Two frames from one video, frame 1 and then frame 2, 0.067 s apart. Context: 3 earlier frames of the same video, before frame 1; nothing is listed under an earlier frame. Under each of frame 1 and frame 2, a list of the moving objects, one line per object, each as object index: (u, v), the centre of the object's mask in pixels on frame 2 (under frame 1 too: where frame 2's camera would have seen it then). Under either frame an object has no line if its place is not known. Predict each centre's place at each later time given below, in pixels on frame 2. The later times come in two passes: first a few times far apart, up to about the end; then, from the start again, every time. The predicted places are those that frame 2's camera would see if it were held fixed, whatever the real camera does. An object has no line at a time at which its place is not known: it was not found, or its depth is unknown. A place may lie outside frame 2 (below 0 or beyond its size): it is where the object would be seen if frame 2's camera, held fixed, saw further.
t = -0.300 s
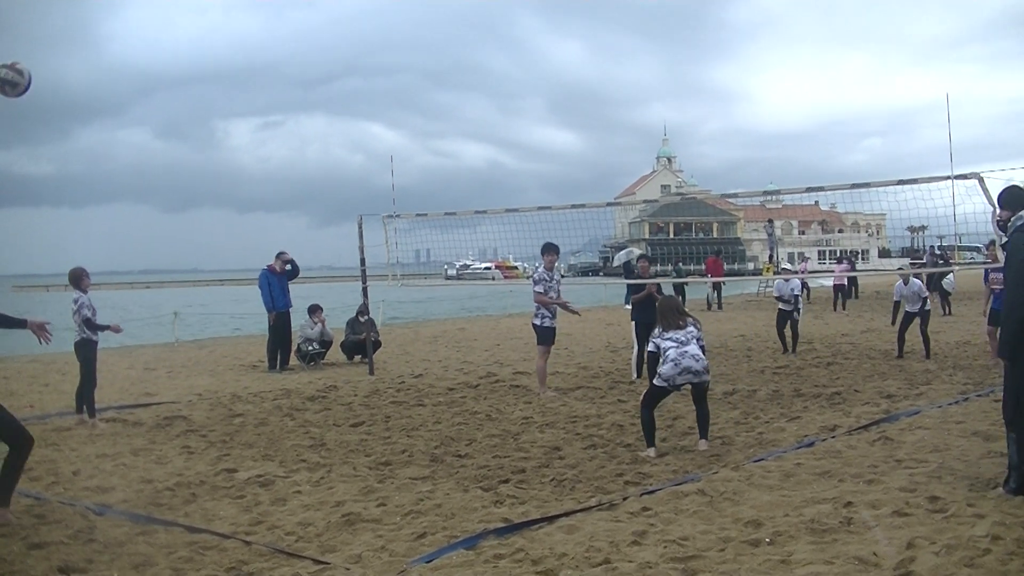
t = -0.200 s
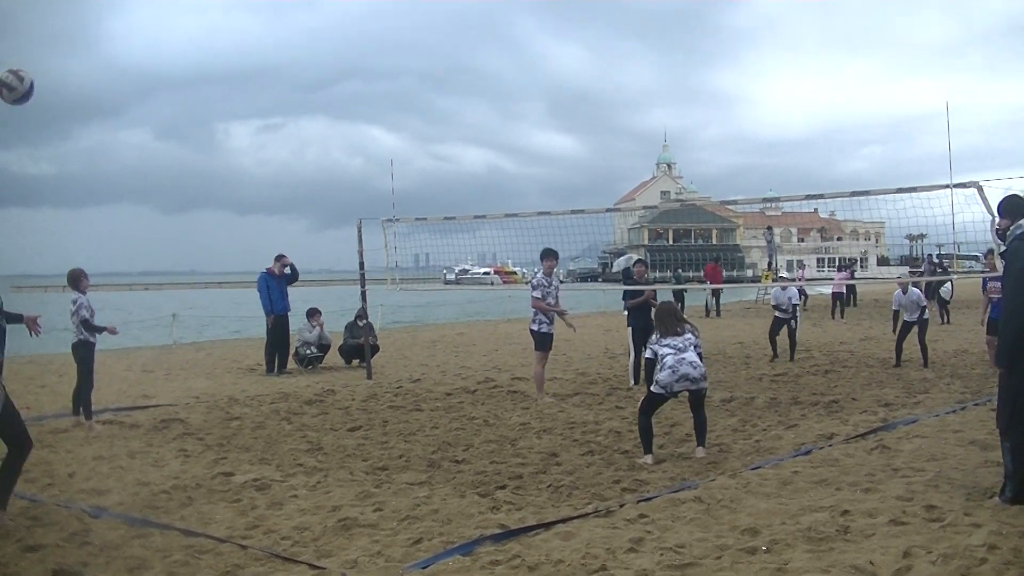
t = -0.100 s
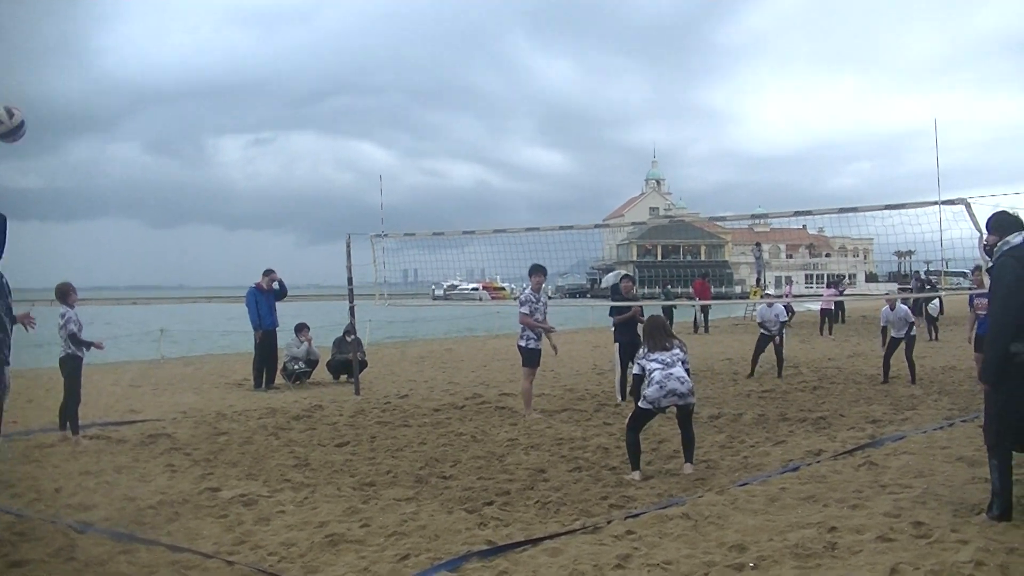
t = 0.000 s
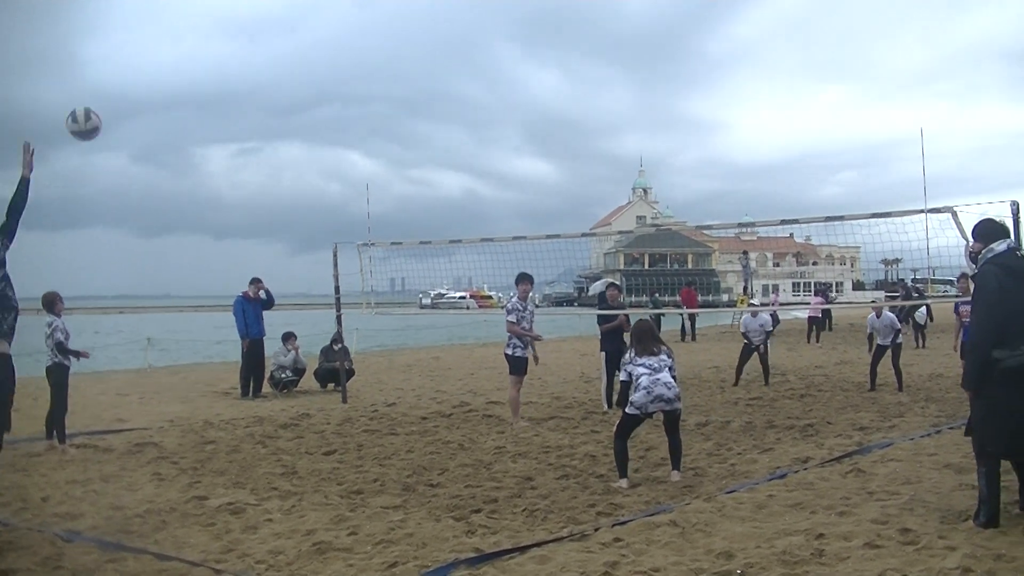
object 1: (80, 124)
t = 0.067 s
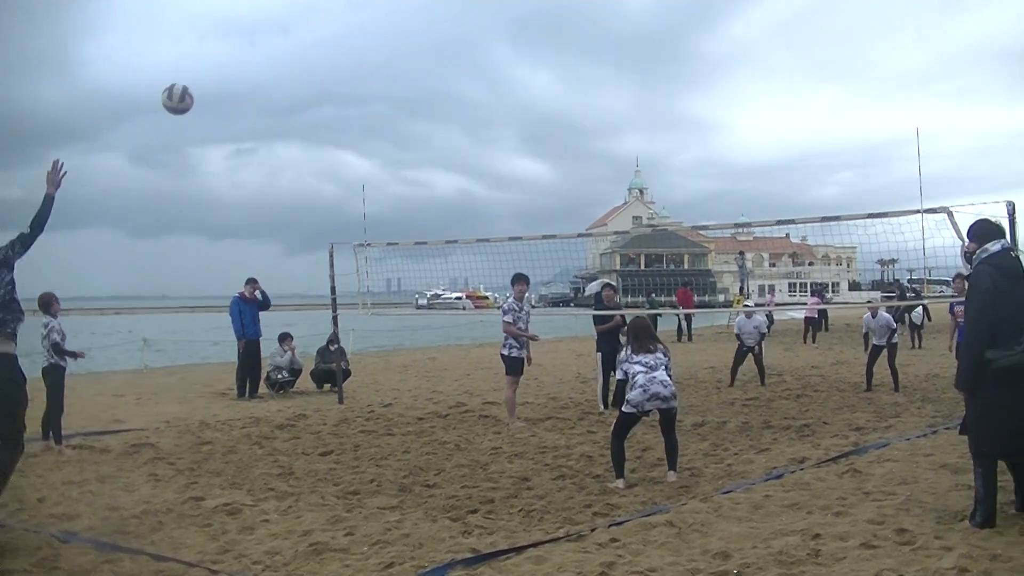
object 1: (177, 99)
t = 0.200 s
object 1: (336, 73)
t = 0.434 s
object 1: (540, 84)
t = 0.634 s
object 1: (666, 133)
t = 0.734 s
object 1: (715, 166)
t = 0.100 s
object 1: (221, 90)
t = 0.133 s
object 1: (261, 83)
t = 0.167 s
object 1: (299, 77)
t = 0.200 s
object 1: (336, 73)
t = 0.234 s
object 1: (369, 71)
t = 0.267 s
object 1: (401, 69)
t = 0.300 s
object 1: (432, 70)
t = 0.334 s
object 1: (461, 71)
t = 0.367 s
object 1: (489, 74)
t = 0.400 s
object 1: (515, 78)
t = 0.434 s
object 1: (540, 84)
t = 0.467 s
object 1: (564, 89)
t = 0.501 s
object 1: (586, 97)
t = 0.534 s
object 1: (608, 105)
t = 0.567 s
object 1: (628, 114)
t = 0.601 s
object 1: (648, 123)
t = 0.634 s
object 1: (666, 133)
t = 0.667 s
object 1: (683, 144)
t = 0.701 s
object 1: (700, 155)
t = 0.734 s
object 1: (715, 166)
